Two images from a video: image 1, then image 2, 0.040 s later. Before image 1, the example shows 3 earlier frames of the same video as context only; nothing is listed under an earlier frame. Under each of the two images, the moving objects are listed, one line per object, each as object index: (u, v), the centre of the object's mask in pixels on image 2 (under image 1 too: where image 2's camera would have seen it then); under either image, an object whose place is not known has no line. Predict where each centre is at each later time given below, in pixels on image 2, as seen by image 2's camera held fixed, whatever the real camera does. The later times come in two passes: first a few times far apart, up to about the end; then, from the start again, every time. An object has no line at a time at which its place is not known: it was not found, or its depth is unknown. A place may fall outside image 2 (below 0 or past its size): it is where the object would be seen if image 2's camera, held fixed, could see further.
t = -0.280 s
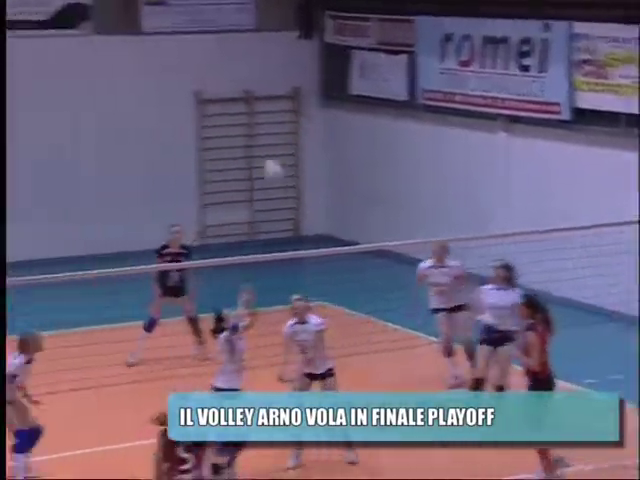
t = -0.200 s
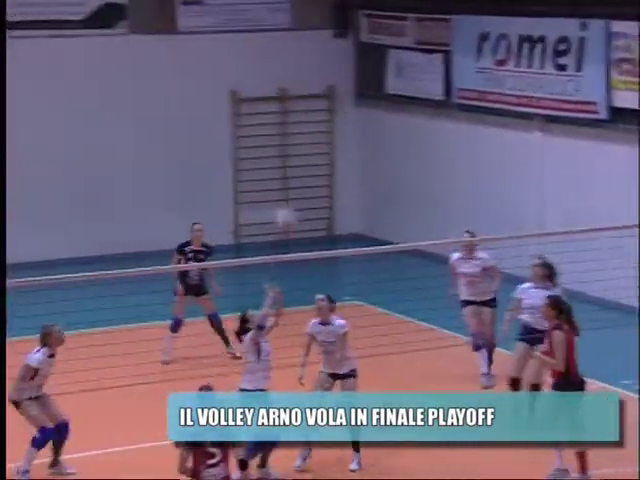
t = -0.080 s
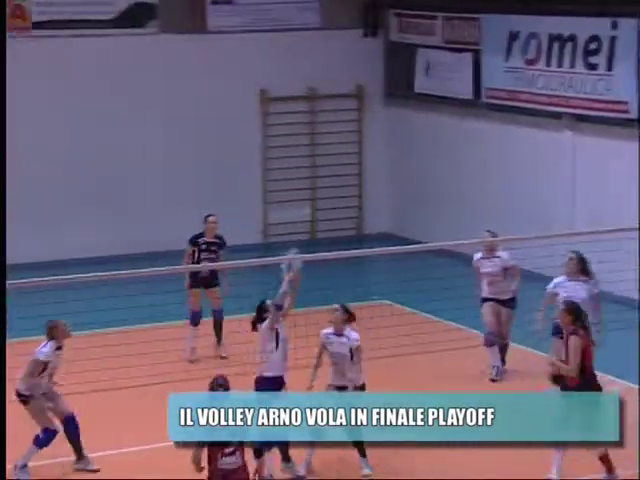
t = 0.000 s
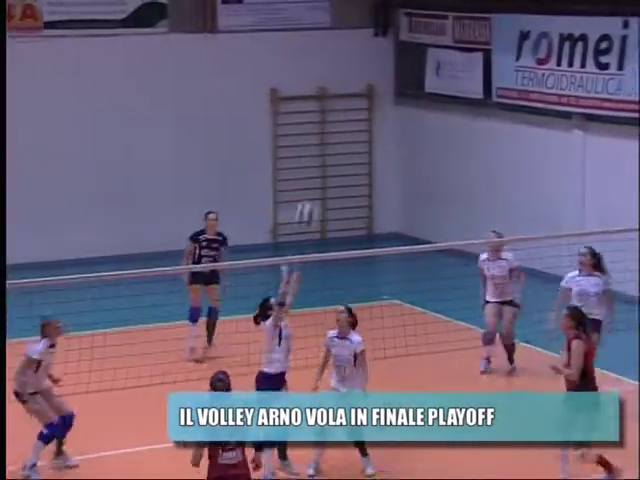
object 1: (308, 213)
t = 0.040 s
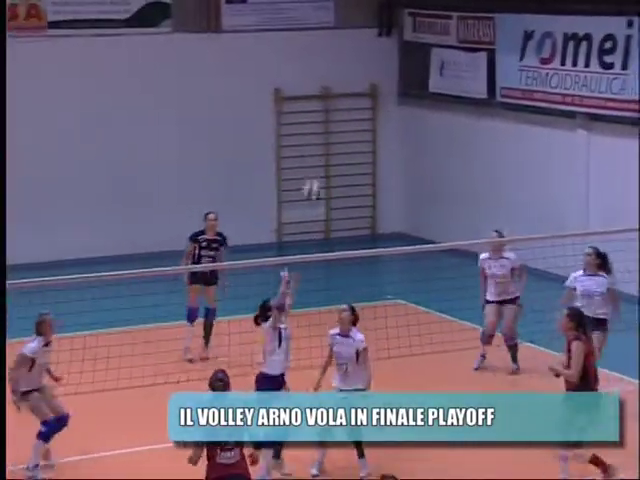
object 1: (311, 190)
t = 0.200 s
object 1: (325, 119)
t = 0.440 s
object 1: (348, 71)
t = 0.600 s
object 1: (362, 73)
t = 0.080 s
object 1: (314, 169)
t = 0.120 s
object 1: (319, 151)
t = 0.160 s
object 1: (322, 133)
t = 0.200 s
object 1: (325, 119)
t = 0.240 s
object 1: (329, 107)
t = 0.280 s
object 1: (333, 96)
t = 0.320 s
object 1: (336, 87)
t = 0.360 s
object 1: (341, 82)
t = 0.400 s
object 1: (345, 74)
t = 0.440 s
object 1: (348, 71)
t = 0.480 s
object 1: (351, 69)
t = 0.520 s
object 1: (355, 68)
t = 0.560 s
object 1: (358, 69)
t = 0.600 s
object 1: (362, 73)
